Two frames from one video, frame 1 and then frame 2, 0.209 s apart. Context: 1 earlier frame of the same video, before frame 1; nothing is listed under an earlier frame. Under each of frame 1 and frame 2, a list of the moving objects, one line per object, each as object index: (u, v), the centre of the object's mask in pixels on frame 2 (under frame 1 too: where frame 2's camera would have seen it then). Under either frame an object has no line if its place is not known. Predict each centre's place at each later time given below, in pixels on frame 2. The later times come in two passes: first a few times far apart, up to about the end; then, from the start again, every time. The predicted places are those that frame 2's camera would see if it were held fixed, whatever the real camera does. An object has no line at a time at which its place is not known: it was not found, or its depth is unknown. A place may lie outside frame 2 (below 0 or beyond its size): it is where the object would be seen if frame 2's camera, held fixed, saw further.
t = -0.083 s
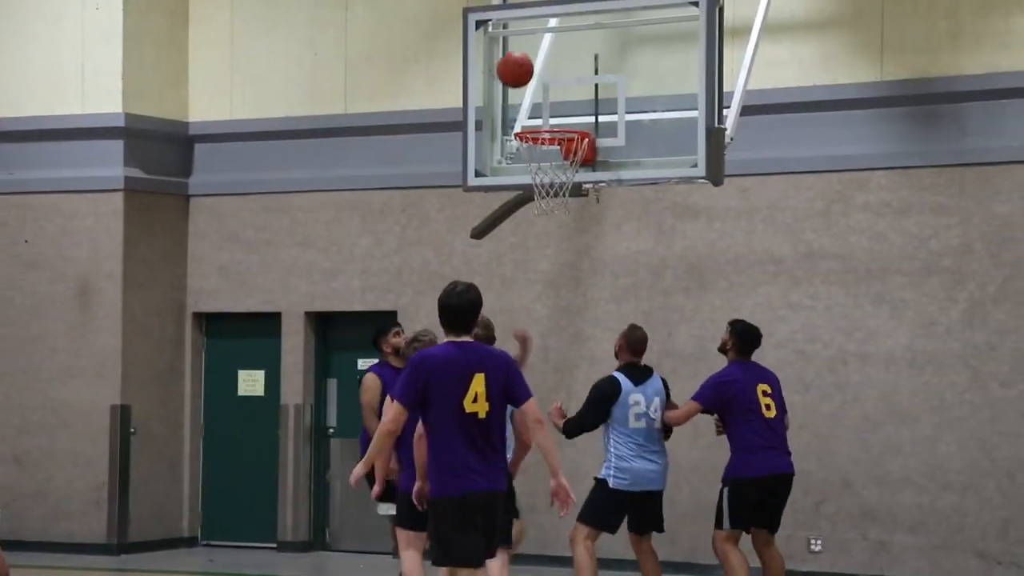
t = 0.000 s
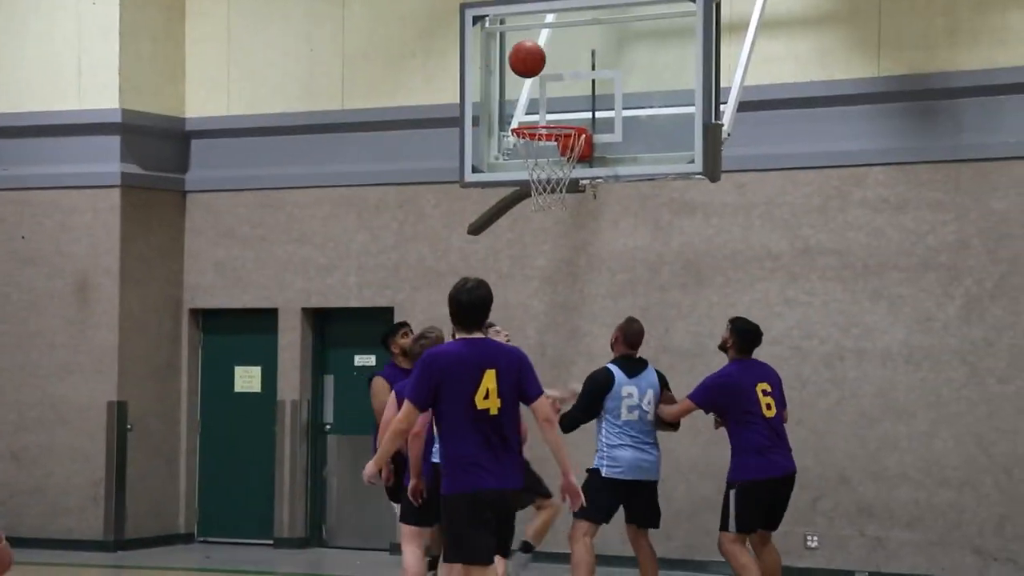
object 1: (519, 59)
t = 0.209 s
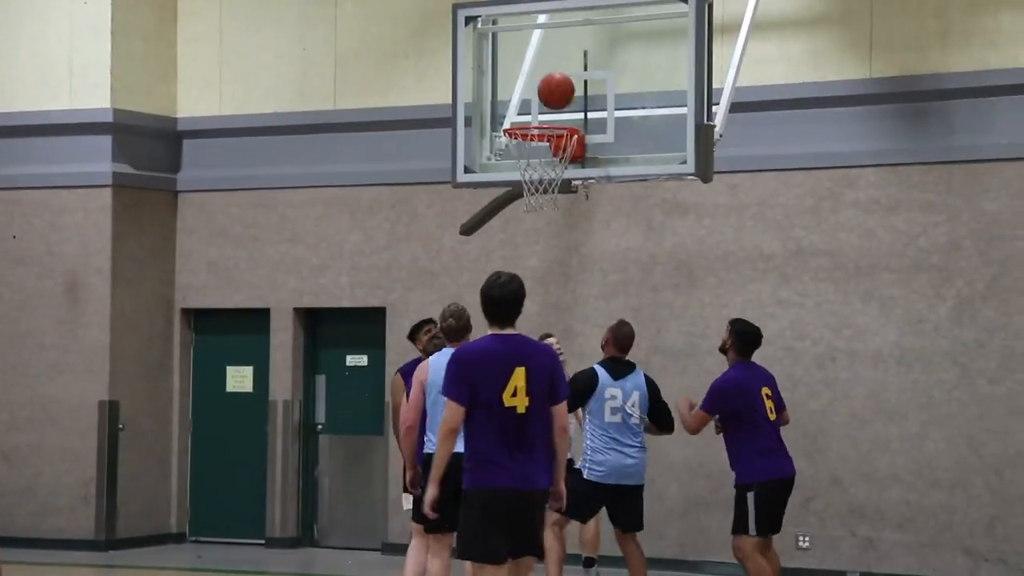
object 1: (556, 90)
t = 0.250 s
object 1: (563, 105)
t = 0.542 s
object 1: (573, 110)
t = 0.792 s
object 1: (570, 107)
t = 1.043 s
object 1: (546, 129)
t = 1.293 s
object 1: (520, 203)
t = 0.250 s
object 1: (563, 105)
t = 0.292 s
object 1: (569, 111)
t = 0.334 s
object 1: (570, 107)
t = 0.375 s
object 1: (570, 104)
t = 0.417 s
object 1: (571, 103)
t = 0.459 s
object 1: (572, 105)
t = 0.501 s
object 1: (573, 109)
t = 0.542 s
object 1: (573, 110)
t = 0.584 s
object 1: (573, 106)
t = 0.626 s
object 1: (573, 104)
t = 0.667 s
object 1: (573, 105)
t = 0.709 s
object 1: (573, 109)
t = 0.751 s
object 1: (572, 110)
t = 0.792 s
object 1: (570, 107)
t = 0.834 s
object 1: (567, 107)
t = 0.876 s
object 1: (565, 109)
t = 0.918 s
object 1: (563, 113)
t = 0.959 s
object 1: (558, 114)
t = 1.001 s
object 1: (551, 122)
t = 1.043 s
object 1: (546, 129)
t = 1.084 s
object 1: (539, 142)
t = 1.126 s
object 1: (535, 152)
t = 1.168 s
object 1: (530, 165)
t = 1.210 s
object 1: (525, 178)
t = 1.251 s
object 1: (524, 188)
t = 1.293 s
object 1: (520, 203)
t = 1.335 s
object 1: (518, 218)
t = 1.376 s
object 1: (515, 237)
